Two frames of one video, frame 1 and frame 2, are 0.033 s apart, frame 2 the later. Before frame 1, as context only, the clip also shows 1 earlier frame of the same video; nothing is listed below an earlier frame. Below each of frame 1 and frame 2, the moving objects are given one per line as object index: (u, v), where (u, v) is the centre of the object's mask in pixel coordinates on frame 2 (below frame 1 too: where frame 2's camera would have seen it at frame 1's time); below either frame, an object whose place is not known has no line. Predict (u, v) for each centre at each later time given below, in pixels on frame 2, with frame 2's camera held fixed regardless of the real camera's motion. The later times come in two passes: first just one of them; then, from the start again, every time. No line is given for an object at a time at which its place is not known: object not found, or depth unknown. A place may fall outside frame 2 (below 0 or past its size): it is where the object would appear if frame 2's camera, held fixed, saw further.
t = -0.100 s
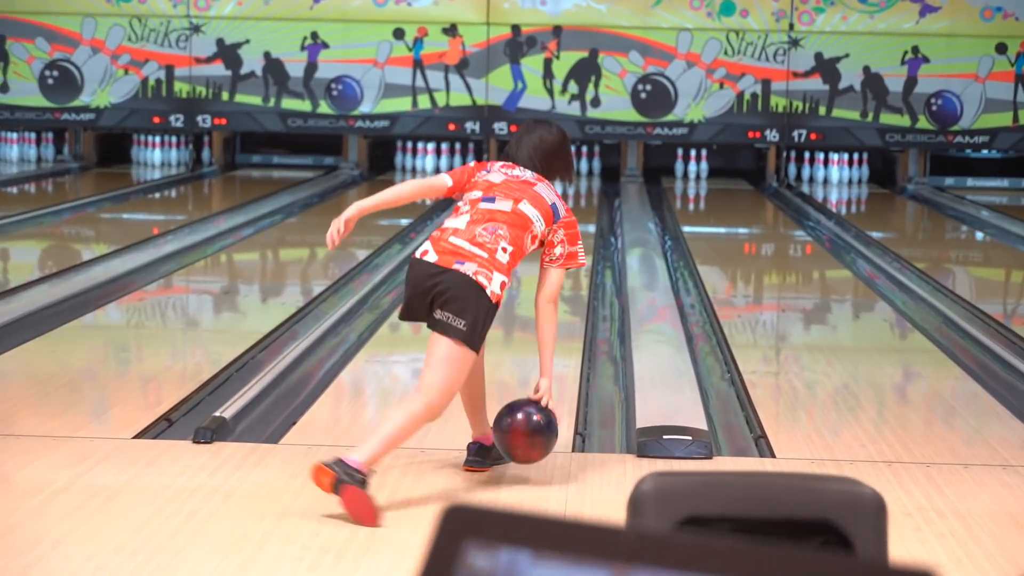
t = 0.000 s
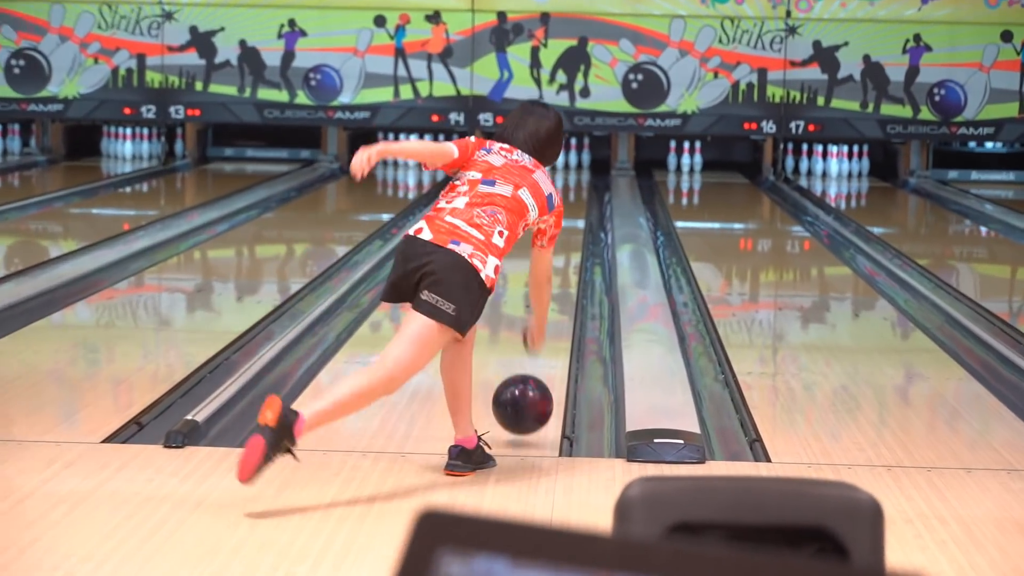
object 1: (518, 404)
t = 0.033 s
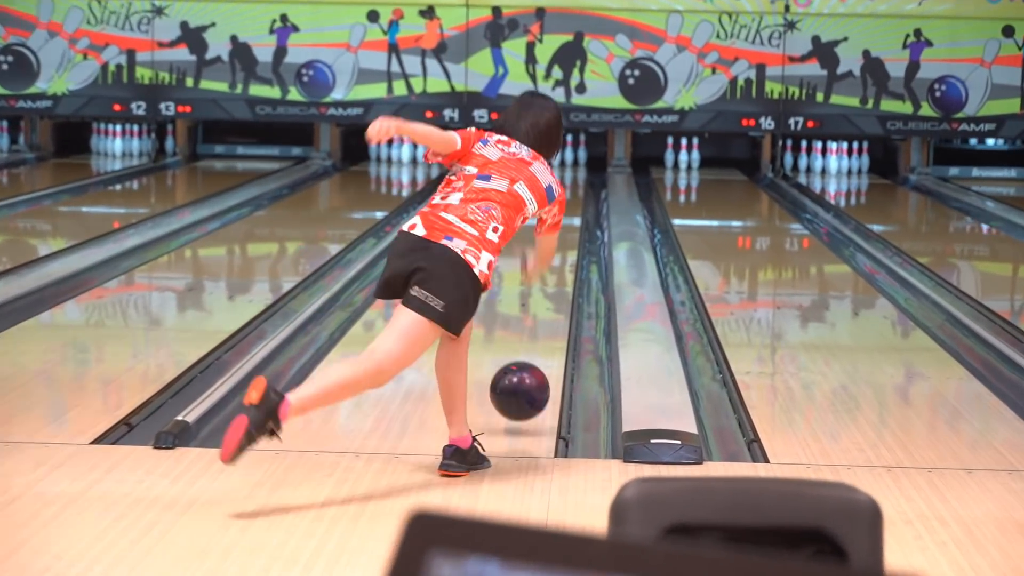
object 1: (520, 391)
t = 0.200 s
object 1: (528, 355)
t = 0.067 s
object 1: (521, 381)
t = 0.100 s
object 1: (523, 375)
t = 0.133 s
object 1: (525, 372)
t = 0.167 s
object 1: (526, 364)
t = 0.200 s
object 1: (528, 355)
